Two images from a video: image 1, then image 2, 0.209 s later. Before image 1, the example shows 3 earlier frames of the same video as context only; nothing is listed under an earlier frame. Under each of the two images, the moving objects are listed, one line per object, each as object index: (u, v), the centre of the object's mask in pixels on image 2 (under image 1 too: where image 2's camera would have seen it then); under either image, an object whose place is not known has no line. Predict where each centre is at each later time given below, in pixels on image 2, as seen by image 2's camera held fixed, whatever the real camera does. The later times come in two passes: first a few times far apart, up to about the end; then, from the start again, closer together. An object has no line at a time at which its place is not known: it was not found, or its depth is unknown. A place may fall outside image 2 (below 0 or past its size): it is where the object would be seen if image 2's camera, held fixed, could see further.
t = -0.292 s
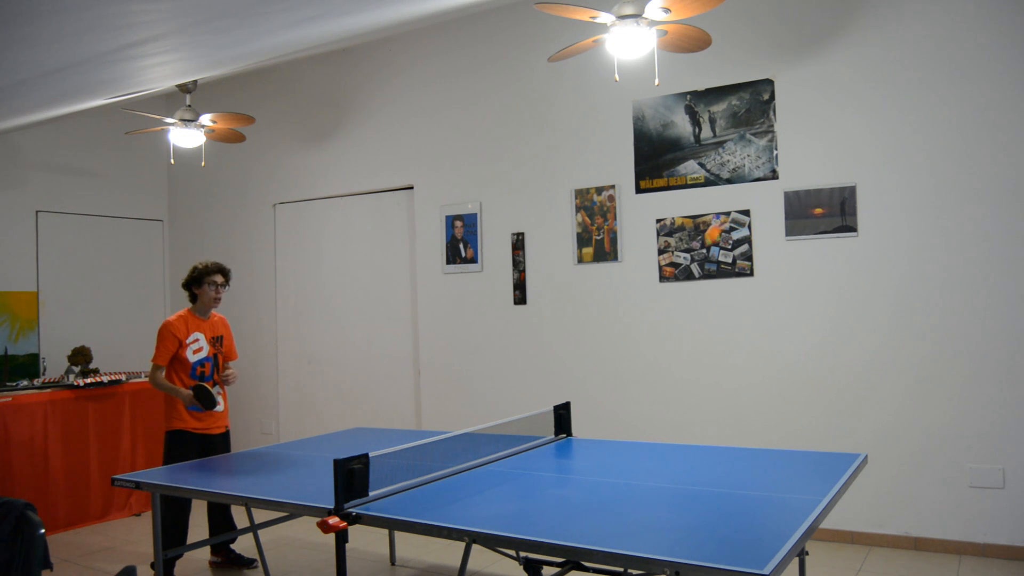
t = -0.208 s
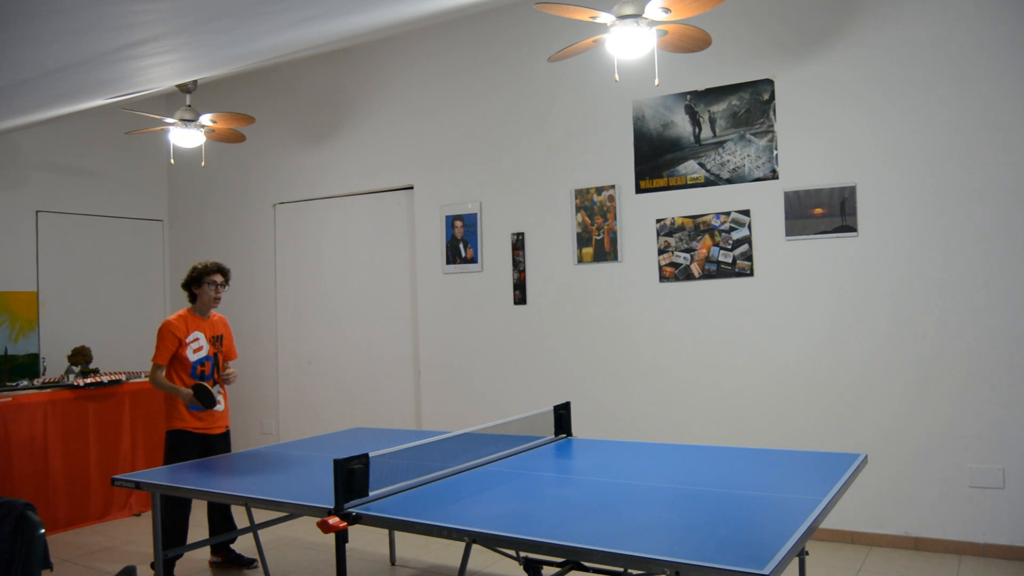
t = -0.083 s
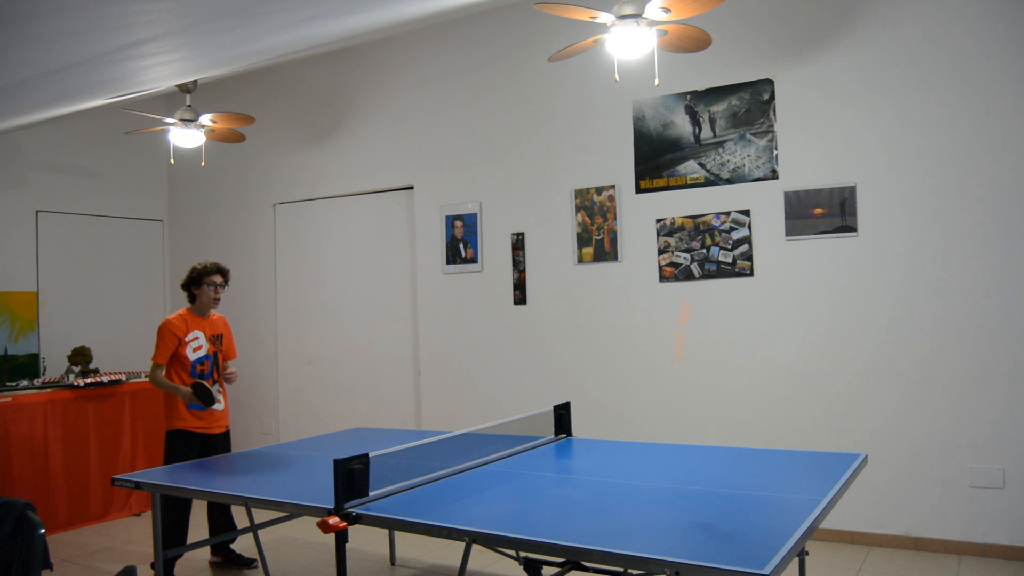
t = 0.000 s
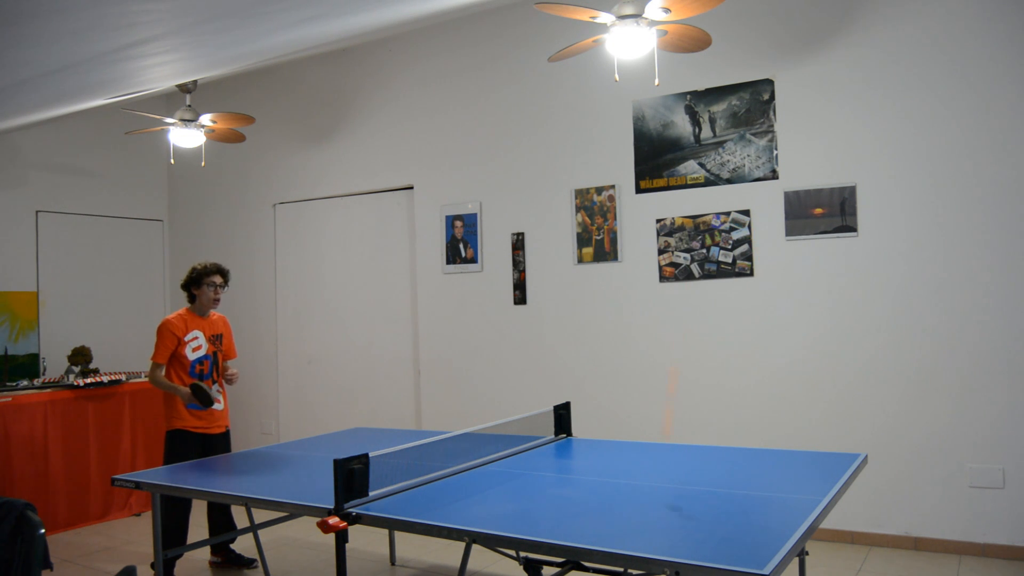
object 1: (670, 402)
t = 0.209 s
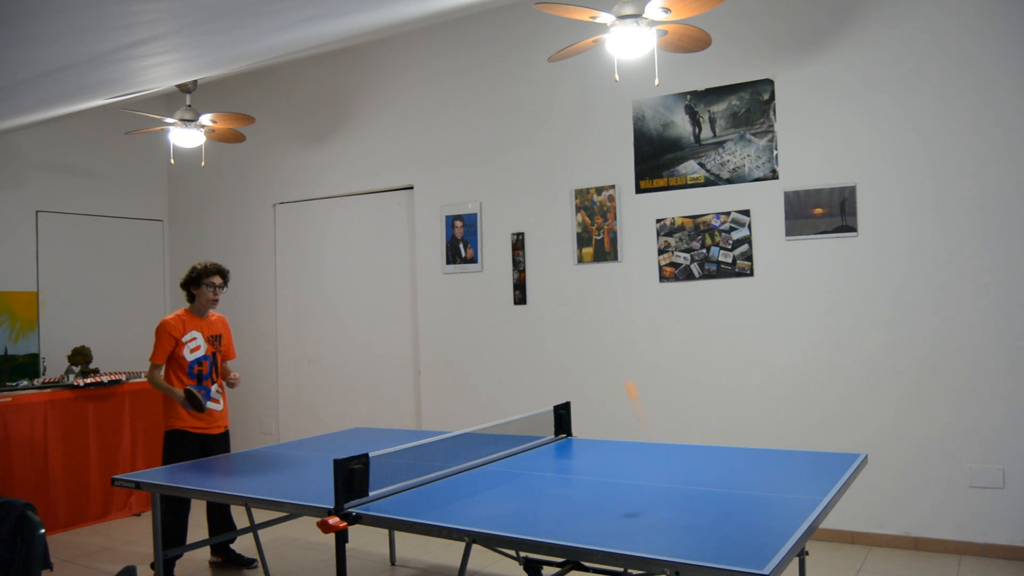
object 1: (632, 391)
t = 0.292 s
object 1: (614, 357)
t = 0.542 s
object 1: (569, 368)
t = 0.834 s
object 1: (518, 432)
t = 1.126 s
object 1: (471, 431)
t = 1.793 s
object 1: (371, 460)
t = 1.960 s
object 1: (358, 460)
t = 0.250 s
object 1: (623, 373)
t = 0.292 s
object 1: (614, 357)
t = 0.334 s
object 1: (606, 348)
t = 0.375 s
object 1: (598, 342)
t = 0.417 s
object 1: (590, 341)
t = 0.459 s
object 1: (583, 346)
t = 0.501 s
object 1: (576, 354)
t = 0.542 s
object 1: (569, 368)
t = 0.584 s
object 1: (562, 386)
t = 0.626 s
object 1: (555, 410)
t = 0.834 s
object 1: (518, 432)
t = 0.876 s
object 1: (512, 419)
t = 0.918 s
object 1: (504, 408)
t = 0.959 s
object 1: (497, 403)
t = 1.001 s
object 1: (490, 403)
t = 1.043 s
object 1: (483, 408)
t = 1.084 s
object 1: (478, 416)
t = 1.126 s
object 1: (471, 431)
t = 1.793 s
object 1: (371, 460)
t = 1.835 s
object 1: (366, 460)
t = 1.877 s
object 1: (362, 459)
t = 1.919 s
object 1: (360, 460)
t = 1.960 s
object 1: (358, 460)
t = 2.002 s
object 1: (356, 461)
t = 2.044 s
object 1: (355, 462)
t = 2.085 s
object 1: (355, 464)
